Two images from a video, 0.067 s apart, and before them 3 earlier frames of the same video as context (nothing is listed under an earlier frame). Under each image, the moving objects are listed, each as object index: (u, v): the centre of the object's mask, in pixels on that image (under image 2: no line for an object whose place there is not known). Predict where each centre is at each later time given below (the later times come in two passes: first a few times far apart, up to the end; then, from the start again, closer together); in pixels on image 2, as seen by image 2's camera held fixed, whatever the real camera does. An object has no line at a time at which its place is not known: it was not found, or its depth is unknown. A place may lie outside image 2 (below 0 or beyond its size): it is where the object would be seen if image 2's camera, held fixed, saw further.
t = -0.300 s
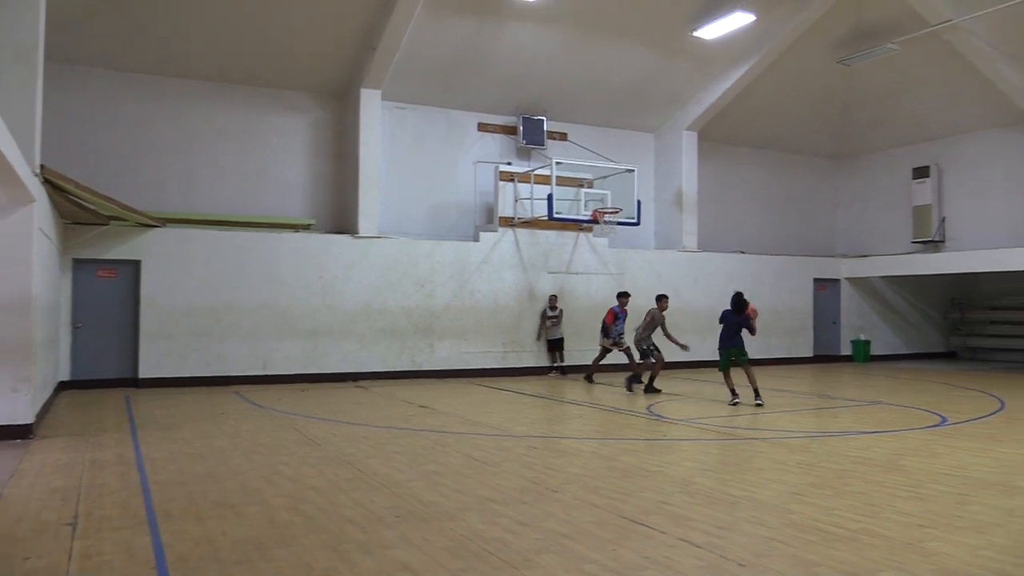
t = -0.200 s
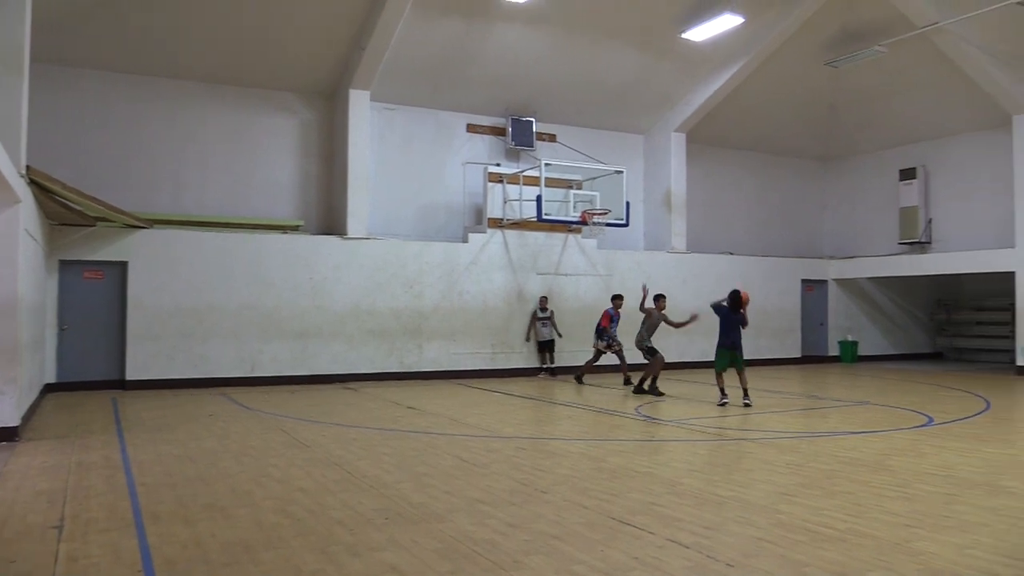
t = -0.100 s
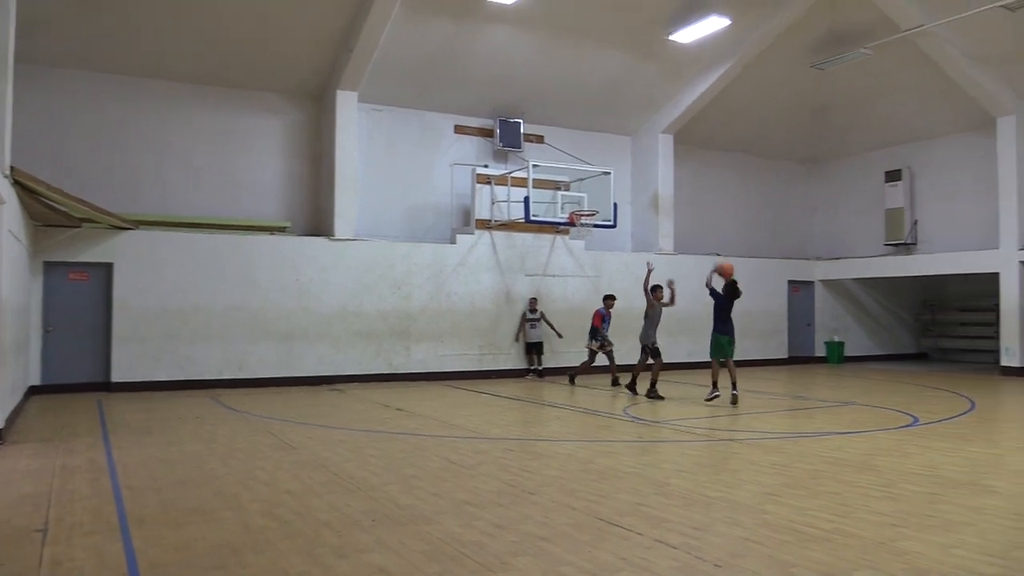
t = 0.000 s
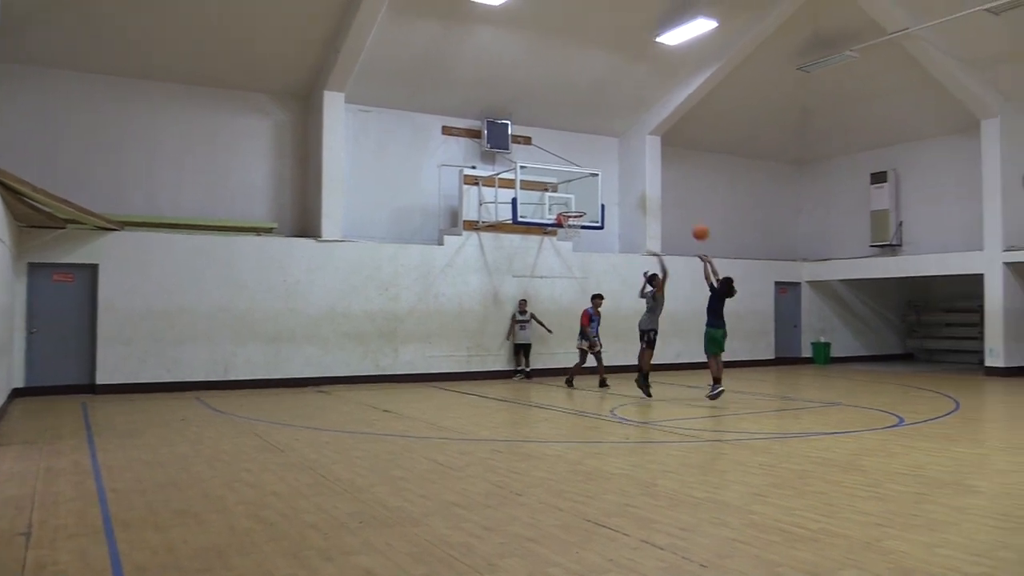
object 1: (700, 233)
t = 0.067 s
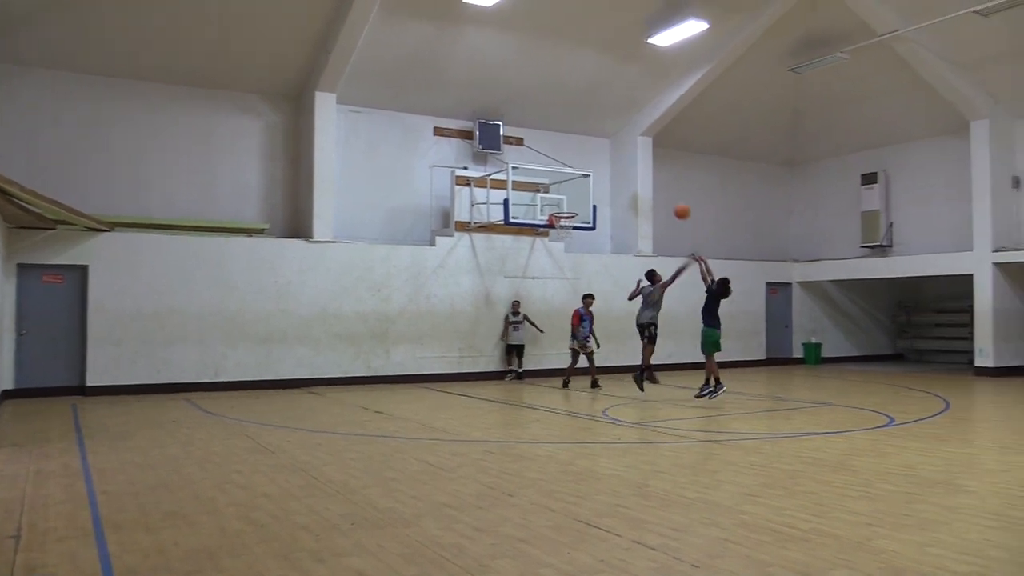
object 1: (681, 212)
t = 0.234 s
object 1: (658, 171)
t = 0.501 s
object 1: (624, 147)
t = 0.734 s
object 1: (598, 161)
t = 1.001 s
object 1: (570, 210)
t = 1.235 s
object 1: (557, 243)
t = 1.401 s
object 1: (550, 270)
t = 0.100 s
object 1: (677, 201)
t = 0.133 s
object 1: (672, 193)
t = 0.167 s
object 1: (667, 185)
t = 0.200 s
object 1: (663, 178)
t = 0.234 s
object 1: (658, 171)
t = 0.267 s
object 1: (653, 166)
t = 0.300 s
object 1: (649, 161)
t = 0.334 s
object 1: (645, 157)
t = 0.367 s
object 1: (640, 153)
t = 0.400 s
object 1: (636, 151)
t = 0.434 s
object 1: (632, 149)
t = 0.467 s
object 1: (628, 148)
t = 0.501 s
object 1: (624, 147)
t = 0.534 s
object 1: (621, 148)
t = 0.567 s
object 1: (616, 148)
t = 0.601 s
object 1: (613, 150)
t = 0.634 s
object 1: (609, 152)
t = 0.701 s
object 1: (601, 157)
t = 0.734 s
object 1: (598, 161)
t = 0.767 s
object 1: (594, 165)
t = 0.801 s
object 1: (590, 170)
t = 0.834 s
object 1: (587, 176)
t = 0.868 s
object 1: (584, 181)
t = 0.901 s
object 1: (580, 188)
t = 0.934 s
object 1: (576, 196)
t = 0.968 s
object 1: (573, 203)
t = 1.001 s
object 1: (570, 210)
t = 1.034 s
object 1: (566, 220)
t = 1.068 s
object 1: (564, 227)
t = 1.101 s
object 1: (562, 231)
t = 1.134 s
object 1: (560, 233)
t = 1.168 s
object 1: (559, 236)
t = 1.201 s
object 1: (558, 239)
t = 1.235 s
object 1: (557, 243)
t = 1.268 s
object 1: (555, 247)
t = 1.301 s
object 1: (554, 252)
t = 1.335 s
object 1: (553, 258)
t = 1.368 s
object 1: (552, 263)
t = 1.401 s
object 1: (550, 270)
